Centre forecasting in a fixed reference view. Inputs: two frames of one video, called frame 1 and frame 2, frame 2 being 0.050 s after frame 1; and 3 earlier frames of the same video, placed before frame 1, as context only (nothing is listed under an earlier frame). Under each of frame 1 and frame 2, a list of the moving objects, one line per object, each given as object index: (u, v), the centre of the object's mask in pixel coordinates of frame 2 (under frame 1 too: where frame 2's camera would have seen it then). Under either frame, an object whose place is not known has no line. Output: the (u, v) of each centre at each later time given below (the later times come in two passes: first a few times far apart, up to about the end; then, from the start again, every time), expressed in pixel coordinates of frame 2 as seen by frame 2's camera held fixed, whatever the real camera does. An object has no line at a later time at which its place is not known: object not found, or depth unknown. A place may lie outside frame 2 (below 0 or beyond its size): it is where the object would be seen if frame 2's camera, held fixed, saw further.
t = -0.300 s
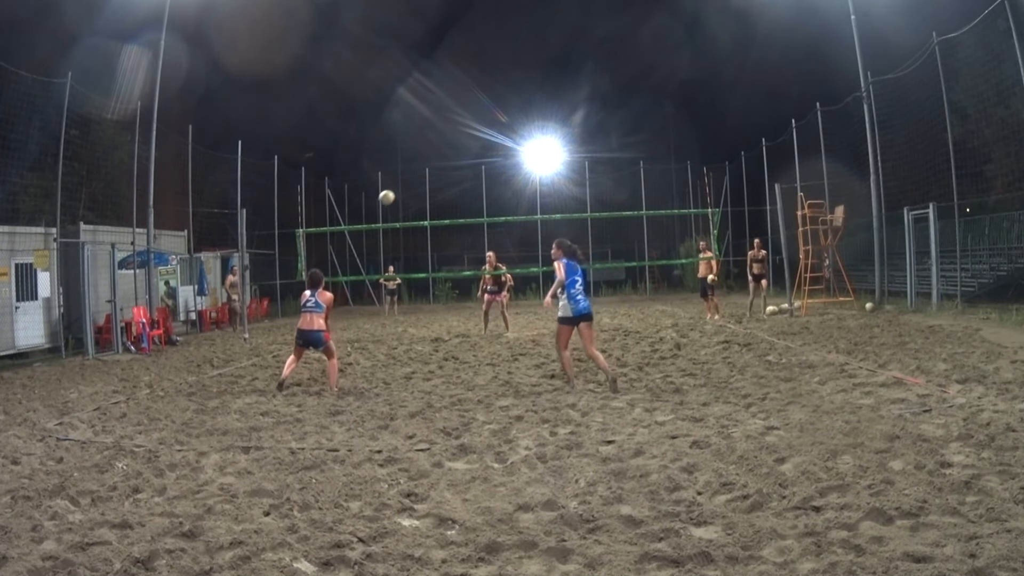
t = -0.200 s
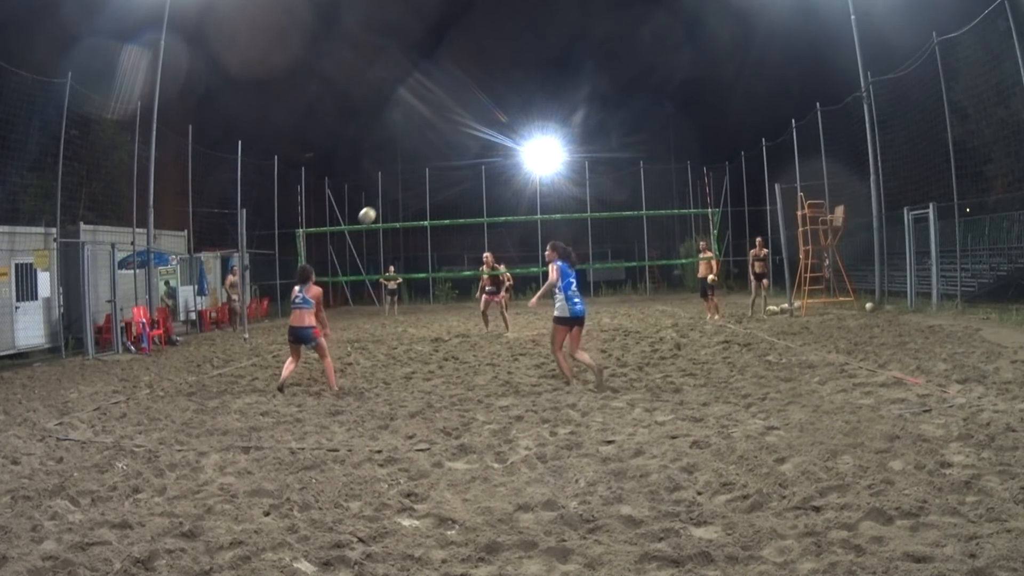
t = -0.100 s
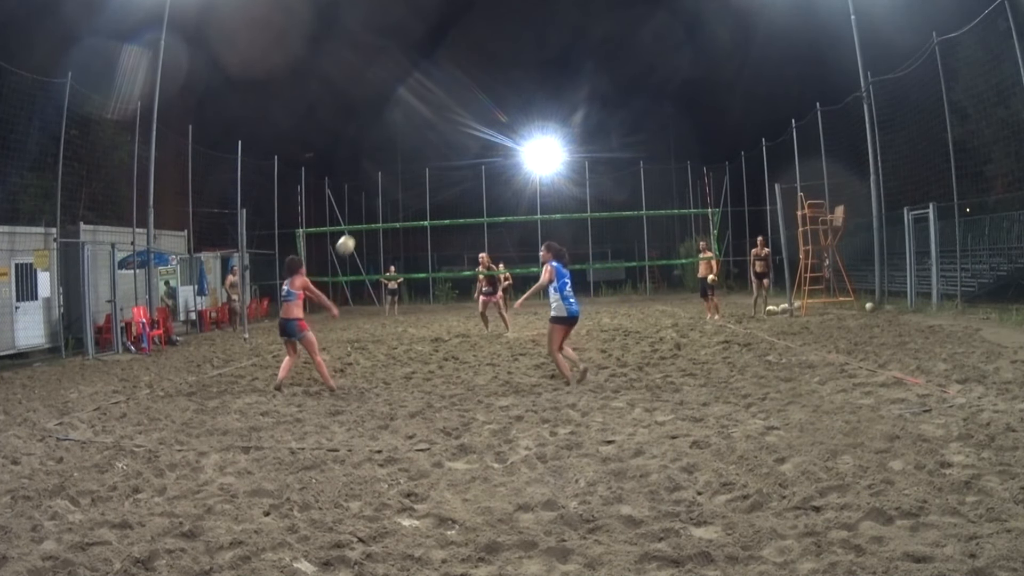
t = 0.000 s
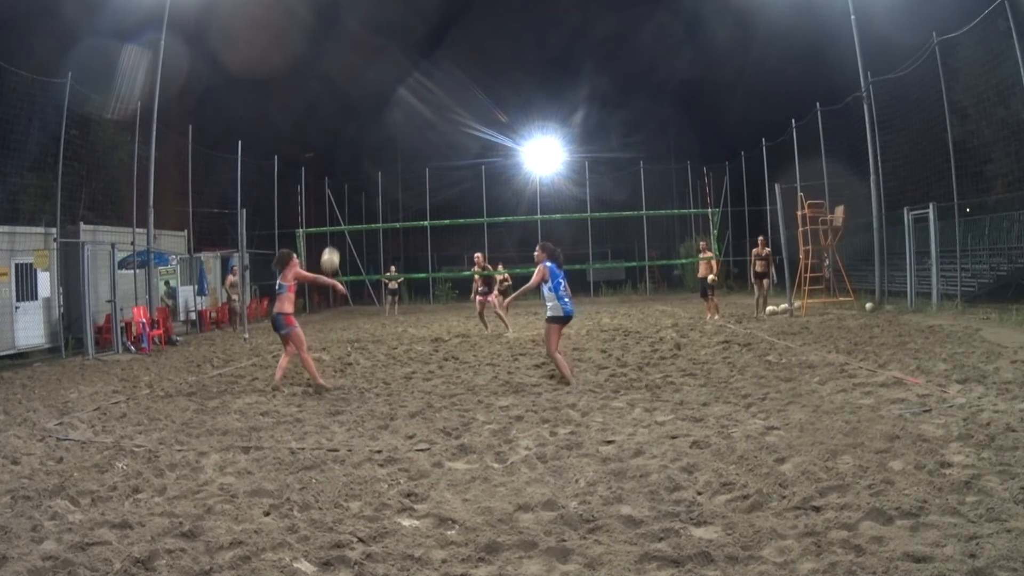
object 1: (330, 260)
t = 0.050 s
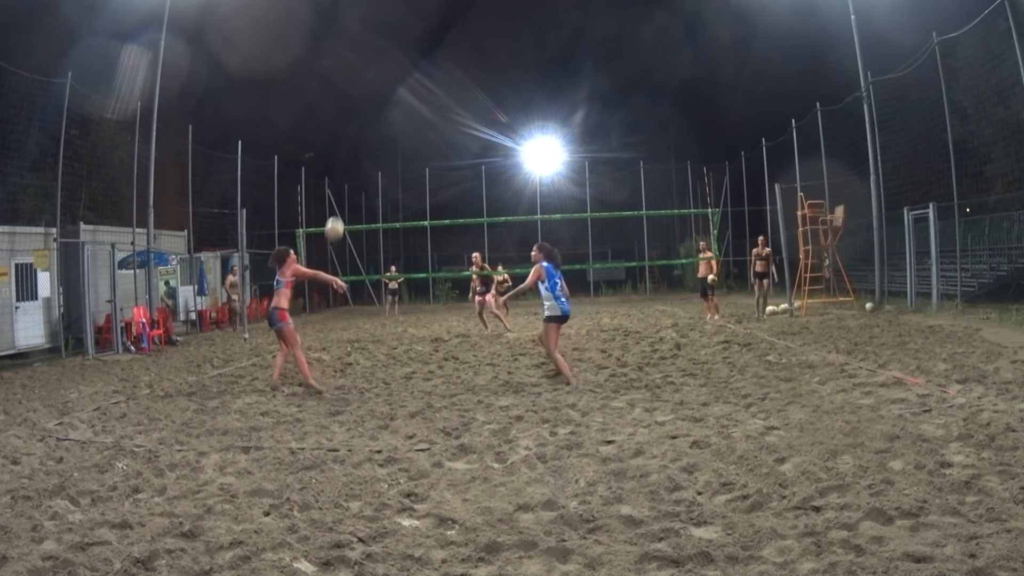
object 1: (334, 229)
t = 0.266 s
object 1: (354, 125)
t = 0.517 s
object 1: (377, 61)
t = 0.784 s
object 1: (398, 46)
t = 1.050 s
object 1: (418, 79)
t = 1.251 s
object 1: (432, 136)
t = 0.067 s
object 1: (336, 219)
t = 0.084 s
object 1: (337, 209)
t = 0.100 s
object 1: (339, 200)
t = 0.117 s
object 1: (340, 191)
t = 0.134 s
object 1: (342, 183)
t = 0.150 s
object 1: (343, 175)
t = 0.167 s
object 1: (345, 167)
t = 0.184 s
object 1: (346, 159)
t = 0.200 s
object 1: (348, 152)
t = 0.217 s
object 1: (350, 144)
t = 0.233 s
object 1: (351, 138)
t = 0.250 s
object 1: (353, 131)
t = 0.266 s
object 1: (354, 125)
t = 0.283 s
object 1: (356, 119)
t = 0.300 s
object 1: (358, 113)
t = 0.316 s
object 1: (359, 108)
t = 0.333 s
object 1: (360, 103)
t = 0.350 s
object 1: (362, 98)
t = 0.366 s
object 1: (363, 93)
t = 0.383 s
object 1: (365, 89)
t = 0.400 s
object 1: (366, 84)
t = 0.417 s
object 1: (368, 81)
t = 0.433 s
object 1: (369, 77)
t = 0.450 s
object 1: (371, 73)
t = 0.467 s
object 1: (372, 69)
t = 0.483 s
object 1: (374, 67)
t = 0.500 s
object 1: (375, 63)
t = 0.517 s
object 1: (377, 61)
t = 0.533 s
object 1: (378, 58)
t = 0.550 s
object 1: (380, 56)
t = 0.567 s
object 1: (381, 54)
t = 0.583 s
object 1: (382, 52)
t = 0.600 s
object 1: (384, 50)
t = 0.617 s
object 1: (385, 49)
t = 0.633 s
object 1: (386, 48)
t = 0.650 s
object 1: (388, 47)
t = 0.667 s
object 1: (389, 46)
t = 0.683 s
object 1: (390, 46)
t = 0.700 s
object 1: (392, 45)
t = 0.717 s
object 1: (393, 45)
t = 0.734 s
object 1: (394, 45)
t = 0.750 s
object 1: (395, 44)
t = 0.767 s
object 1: (397, 45)
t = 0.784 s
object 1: (398, 46)
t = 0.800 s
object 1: (399, 47)
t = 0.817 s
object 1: (400, 47)
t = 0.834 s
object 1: (402, 48)
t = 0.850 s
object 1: (403, 50)
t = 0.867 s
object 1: (404, 51)
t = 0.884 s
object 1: (405, 53)
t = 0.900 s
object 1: (407, 54)
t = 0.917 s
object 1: (408, 56)
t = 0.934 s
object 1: (409, 59)
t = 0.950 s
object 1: (411, 61)
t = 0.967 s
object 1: (412, 63)
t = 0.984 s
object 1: (413, 66)
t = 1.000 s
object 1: (414, 69)
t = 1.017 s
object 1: (415, 72)
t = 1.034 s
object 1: (416, 75)
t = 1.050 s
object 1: (418, 79)
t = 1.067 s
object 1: (419, 82)
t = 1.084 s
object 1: (420, 87)
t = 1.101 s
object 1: (421, 91)
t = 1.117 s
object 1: (422, 95)
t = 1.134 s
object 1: (424, 100)
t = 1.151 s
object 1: (425, 104)
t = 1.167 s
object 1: (426, 109)
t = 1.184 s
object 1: (427, 114)
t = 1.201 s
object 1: (429, 120)
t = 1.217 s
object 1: (430, 125)
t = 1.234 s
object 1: (431, 131)
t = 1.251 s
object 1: (432, 136)
